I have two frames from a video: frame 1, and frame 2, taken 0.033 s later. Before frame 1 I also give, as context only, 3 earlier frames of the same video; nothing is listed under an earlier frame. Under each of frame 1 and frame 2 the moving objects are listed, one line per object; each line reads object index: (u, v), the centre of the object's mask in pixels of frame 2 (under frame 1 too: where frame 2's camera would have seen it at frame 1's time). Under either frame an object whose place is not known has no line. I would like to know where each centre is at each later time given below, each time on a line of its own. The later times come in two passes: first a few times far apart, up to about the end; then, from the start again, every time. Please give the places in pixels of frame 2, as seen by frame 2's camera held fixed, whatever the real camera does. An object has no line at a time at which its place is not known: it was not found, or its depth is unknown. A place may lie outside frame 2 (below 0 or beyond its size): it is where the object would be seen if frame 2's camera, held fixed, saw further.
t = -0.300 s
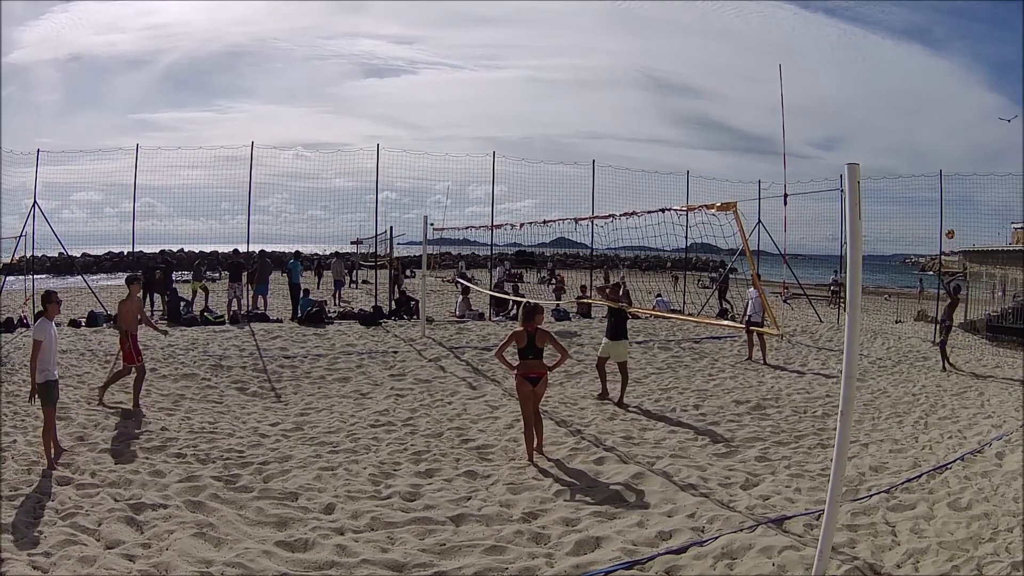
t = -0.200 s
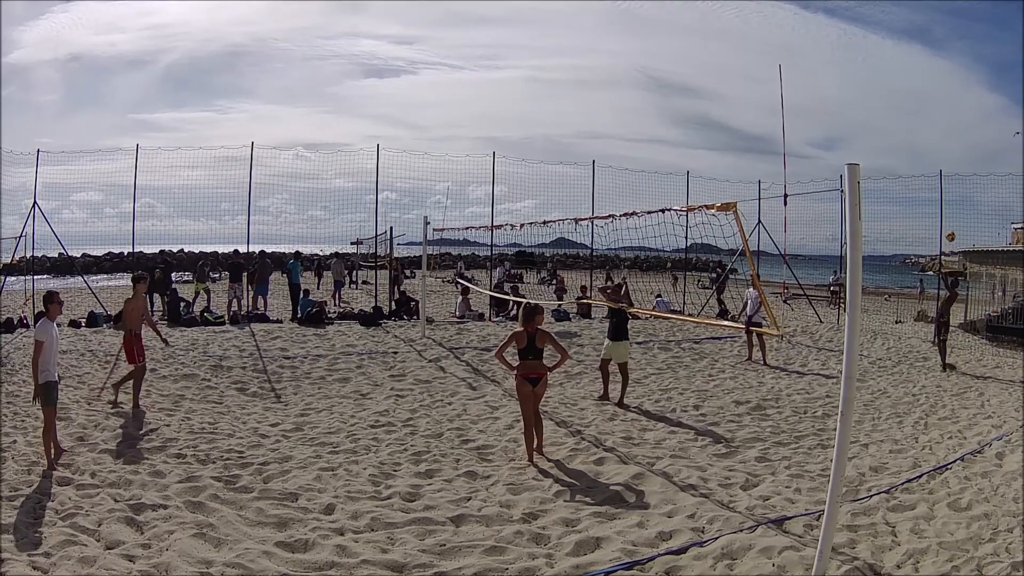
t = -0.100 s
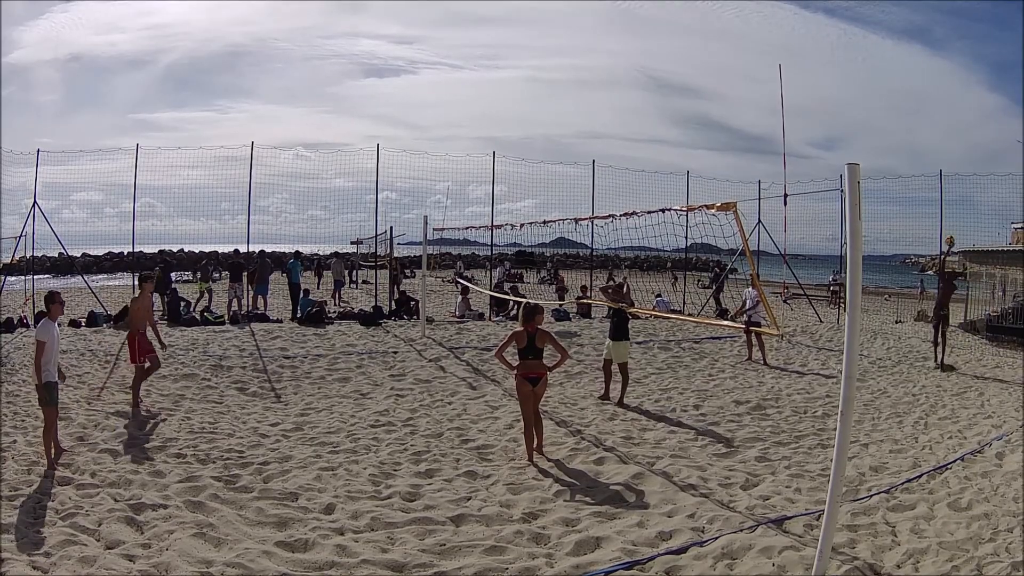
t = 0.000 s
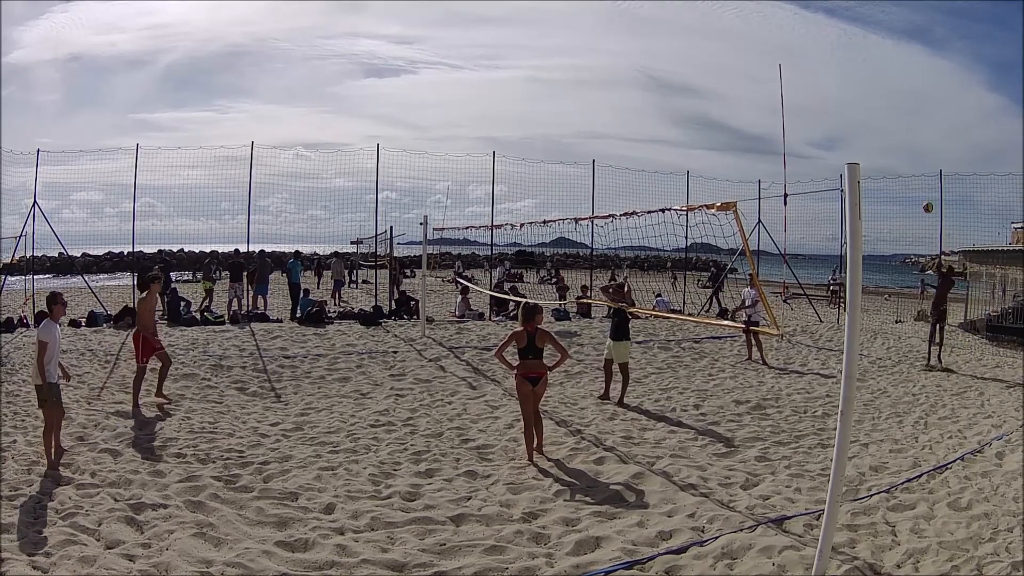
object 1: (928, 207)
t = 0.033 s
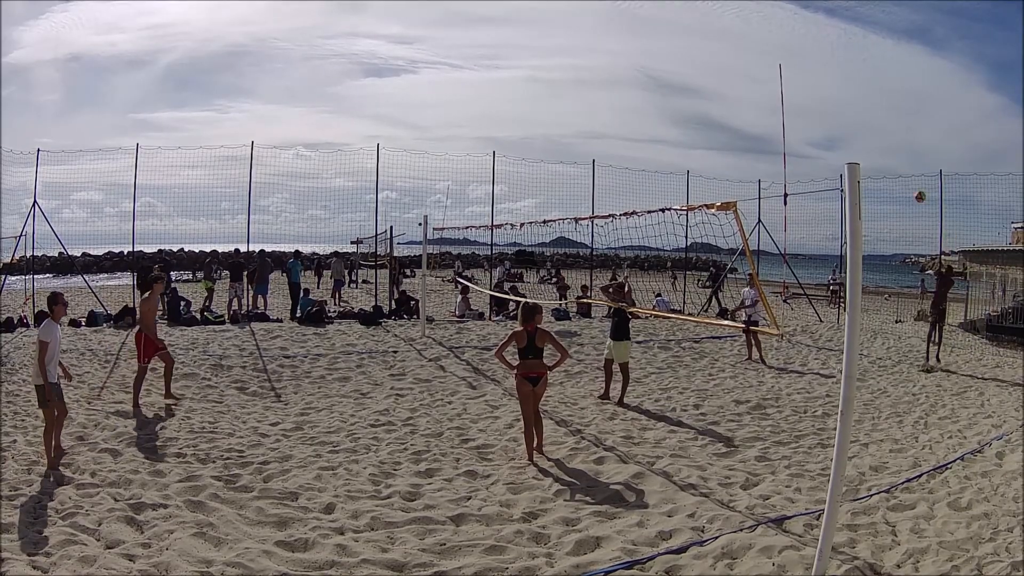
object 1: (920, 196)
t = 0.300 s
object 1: (839, 125)
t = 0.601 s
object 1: (705, 87)
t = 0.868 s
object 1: (520, 123)
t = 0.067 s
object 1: (912, 186)
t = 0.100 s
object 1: (903, 176)
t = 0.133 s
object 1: (893, 167)
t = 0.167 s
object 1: (884, 157)
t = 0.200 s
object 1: (873, 149)
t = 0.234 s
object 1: (862, 140)
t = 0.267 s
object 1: (851, 132)
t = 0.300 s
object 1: (839, 125)
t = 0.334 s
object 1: (827, 118)
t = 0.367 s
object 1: (814, 112)
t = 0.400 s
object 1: (801, 107)
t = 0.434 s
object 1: (787, 102)
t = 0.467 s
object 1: (772, 97)
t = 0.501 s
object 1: (757, 94)
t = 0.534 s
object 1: (741, 90)
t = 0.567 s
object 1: (723, 88)
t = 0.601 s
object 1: (705, 87)
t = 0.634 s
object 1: (686, 87)
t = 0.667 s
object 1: (666, 87)
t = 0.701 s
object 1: (645, 90)
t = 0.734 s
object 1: (622, 93)
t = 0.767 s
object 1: (598, 98)
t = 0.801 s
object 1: (573, 105)
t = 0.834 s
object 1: (547, 113)
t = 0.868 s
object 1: (520, 123)
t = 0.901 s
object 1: (491, 136)
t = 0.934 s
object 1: (461, 151)
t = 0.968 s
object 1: (430, 168)
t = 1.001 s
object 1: (398, 187)
